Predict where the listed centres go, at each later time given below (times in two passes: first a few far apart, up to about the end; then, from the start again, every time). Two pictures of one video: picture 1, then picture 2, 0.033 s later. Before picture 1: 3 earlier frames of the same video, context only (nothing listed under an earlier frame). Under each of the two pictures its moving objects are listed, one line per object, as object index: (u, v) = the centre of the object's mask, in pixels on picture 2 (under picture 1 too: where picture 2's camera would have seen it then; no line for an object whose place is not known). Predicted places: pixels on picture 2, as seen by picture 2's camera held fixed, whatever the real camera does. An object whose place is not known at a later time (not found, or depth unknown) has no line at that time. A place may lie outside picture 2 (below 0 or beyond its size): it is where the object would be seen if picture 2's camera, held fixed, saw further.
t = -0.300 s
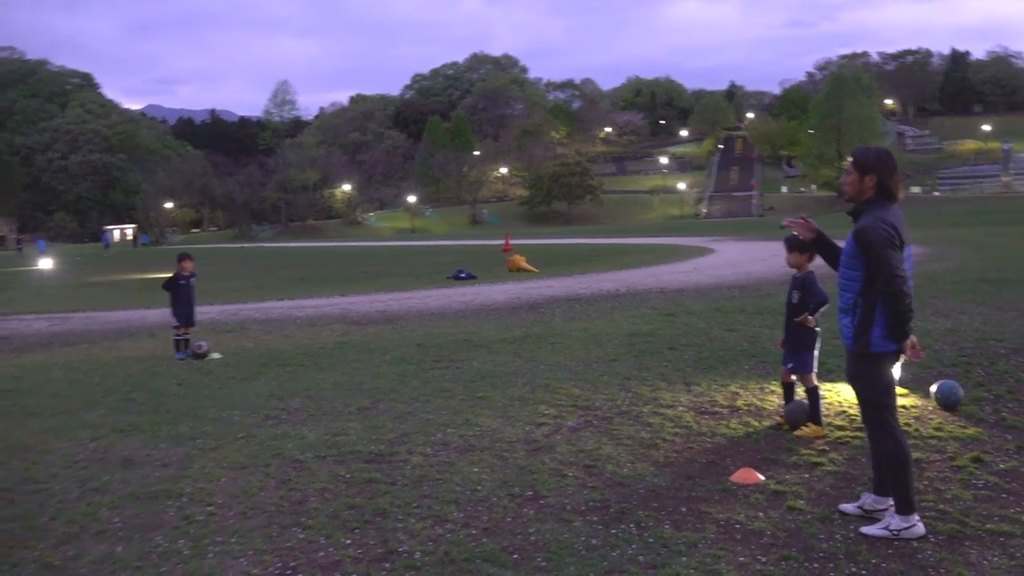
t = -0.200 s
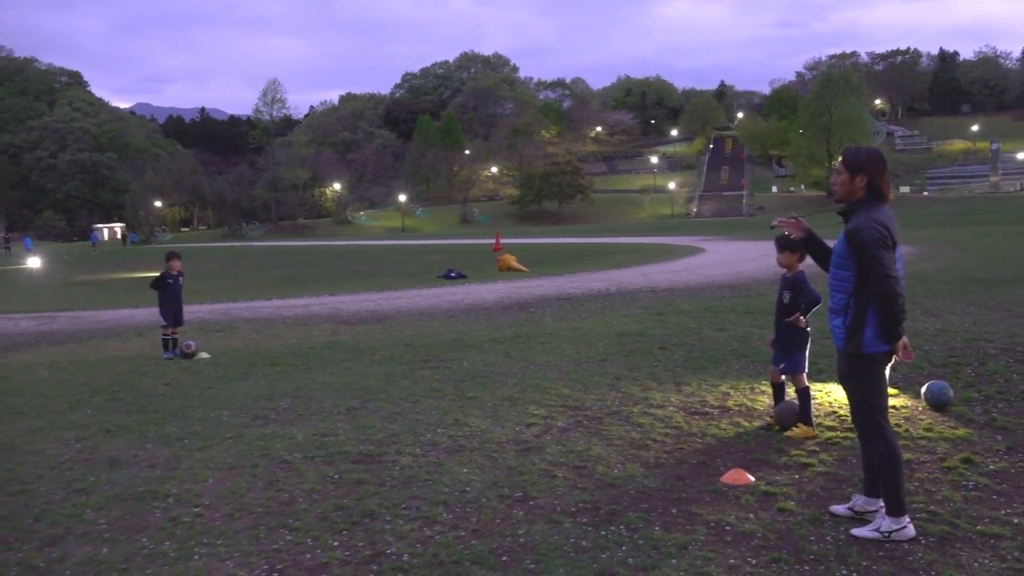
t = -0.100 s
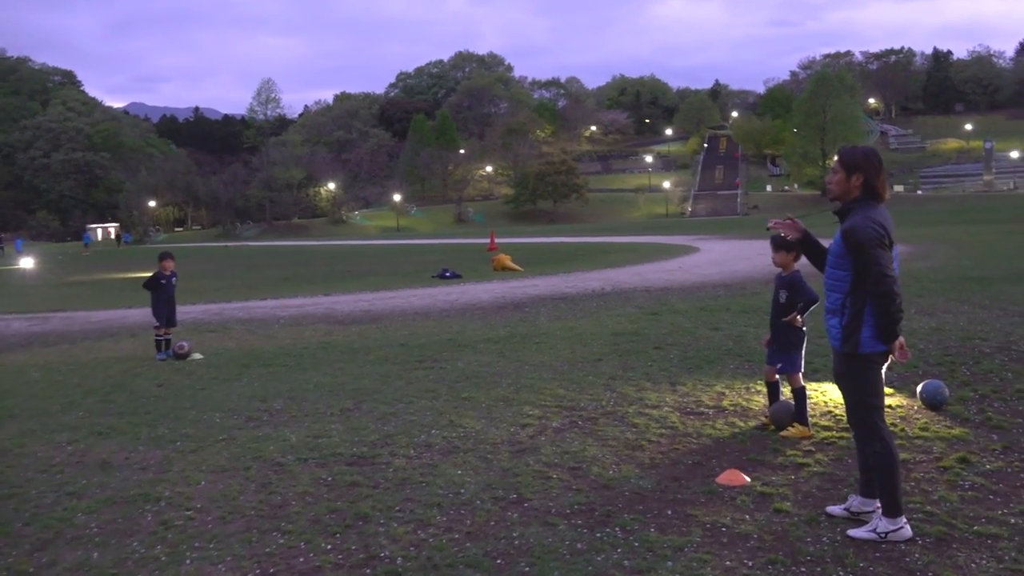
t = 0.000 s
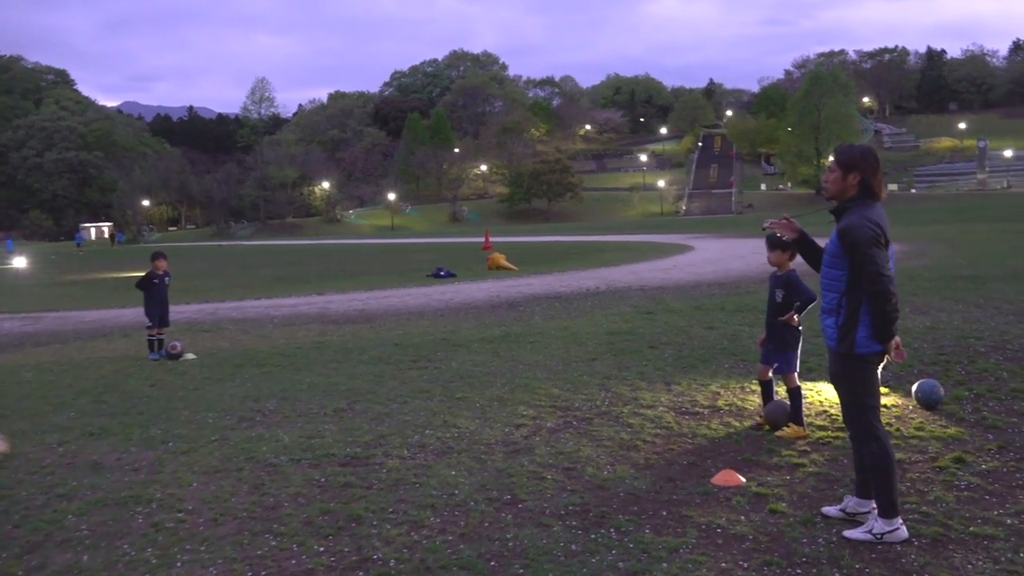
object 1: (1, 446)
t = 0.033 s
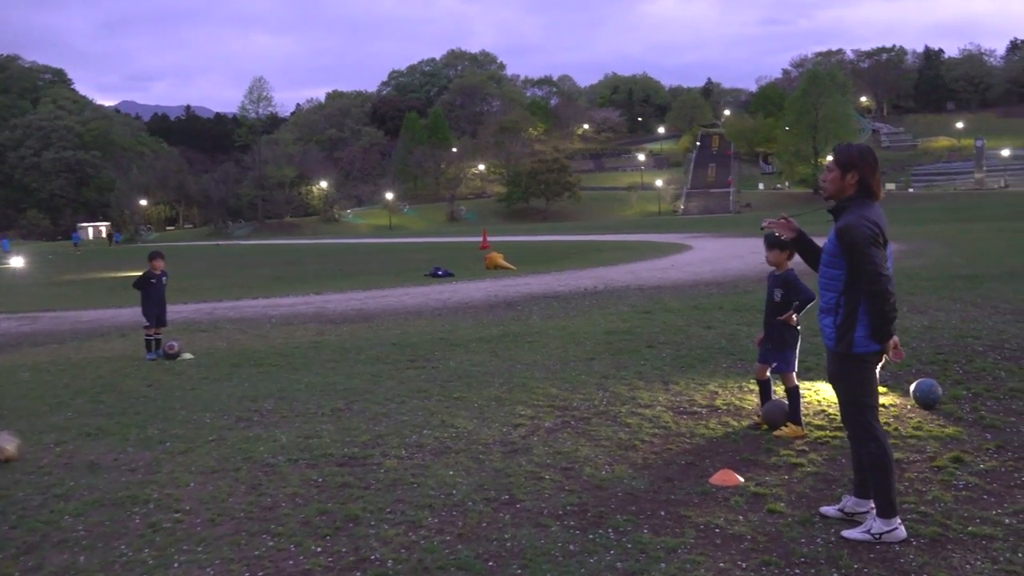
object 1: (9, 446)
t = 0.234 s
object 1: (90, 437)
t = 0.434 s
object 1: (170, 429)
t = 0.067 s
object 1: (19, 444)
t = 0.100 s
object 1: (32, 443)
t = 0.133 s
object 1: (46, 441)
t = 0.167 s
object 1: (62, 441)
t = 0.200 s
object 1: (75, 440)
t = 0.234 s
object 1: (90, 437)
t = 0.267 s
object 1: (105, 434)
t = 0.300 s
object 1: (118, 433)
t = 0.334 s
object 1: (131, 432)
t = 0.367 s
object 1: (144, 433)
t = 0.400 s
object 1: (158, 431)
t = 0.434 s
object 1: (170, 429)
